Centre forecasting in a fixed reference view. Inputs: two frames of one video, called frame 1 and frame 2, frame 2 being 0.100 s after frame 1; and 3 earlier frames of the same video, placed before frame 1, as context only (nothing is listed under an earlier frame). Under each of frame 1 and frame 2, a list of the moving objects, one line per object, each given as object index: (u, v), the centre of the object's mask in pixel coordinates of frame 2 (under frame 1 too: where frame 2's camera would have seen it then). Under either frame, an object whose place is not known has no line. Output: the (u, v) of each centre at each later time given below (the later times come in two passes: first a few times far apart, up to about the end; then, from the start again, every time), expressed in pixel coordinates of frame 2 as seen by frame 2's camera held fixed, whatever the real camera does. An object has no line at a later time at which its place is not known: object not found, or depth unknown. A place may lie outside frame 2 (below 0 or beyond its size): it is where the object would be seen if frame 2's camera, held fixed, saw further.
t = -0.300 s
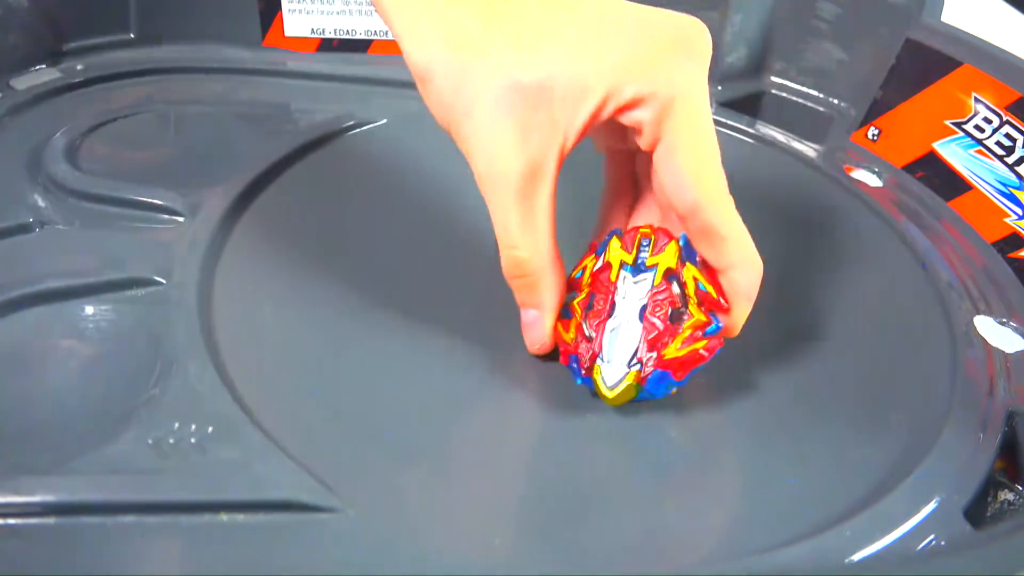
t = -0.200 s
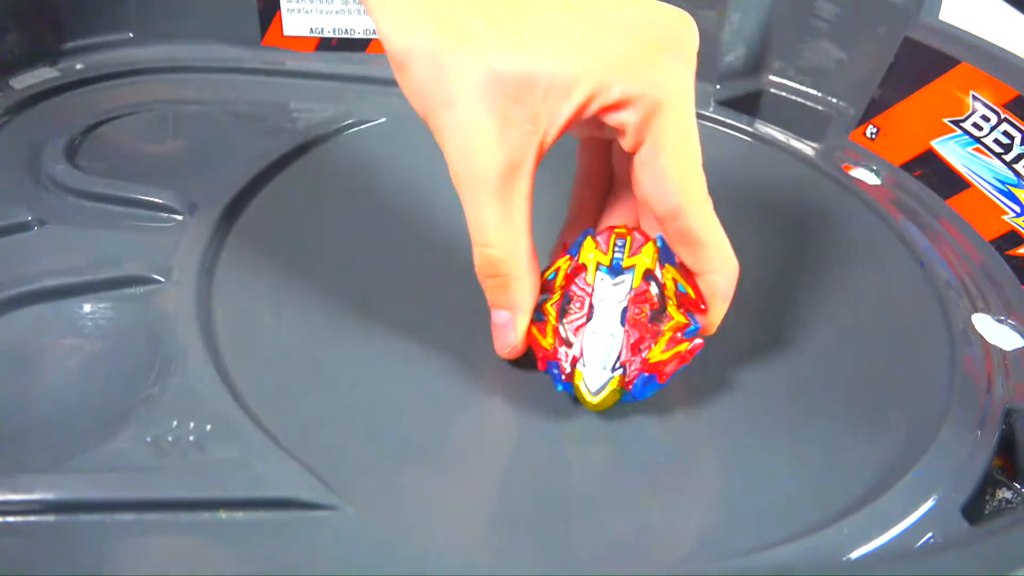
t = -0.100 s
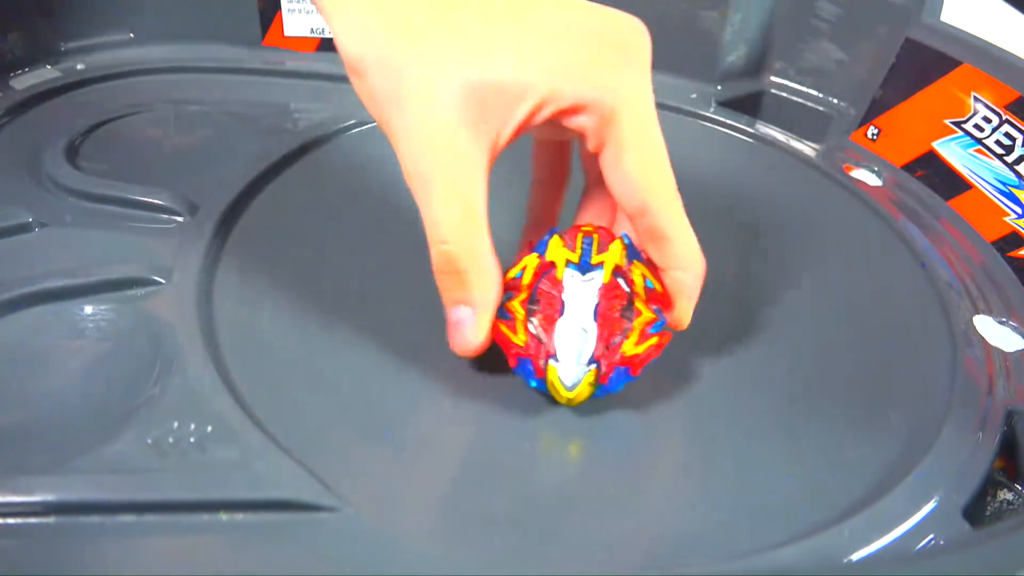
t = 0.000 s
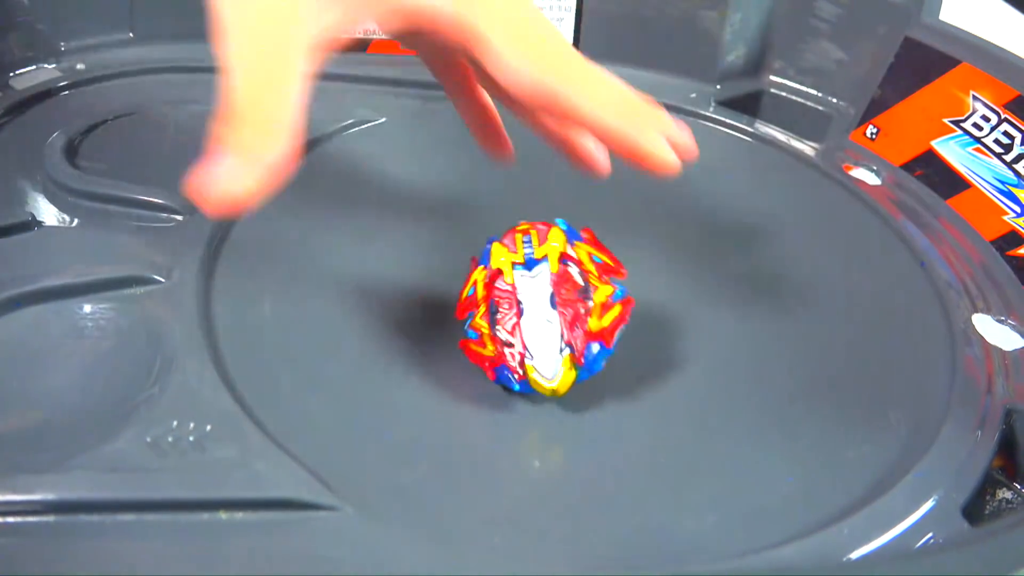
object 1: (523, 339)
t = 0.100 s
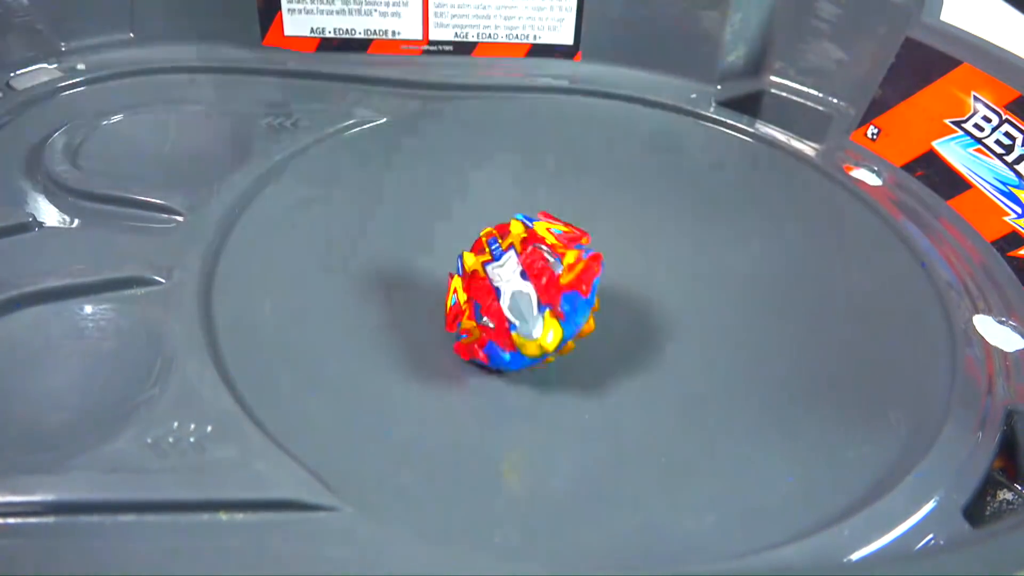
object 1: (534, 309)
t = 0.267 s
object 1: (525, 293)
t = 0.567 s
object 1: (525, 292)
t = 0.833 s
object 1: (518, 304)
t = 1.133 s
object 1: (520, 337)
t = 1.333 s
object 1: (540, 333)
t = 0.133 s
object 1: (514, 314)
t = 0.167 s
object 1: (514, 307)
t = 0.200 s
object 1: (514, 301)
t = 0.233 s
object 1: (523, 301)
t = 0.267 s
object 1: (525, 293)
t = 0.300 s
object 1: (525, 290)
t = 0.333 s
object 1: (526, 288)
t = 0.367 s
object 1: (526, 288)
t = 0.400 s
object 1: (526, 287)
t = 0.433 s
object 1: (526, 291)
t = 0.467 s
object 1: (526, 290)
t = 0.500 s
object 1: (526, 290)
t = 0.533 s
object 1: (526, 291)
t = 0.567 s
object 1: (525, 292)
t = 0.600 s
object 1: (525, 293)
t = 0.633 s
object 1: (524, 295)
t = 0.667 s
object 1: (523, 299)
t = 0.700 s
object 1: (522, 304)
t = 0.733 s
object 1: (521, 306)
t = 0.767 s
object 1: (520, 307)
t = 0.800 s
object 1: (517, 306)
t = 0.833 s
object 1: (518, 304)
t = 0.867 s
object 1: (518, 304)
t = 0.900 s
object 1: (517, 304)
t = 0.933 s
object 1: (518, 307)
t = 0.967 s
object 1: (517, 310)
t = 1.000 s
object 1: (517, 314)
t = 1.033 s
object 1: (539, 306)
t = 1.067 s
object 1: (538, 316)
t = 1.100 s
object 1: (539, 317)
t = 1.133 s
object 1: (520, 337)
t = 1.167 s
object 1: (519, 334)
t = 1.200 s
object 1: (524, 337)
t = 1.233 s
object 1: (528, 337)
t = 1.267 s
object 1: (533, 335)
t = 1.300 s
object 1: (537, 334)
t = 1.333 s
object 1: (540, 333)
